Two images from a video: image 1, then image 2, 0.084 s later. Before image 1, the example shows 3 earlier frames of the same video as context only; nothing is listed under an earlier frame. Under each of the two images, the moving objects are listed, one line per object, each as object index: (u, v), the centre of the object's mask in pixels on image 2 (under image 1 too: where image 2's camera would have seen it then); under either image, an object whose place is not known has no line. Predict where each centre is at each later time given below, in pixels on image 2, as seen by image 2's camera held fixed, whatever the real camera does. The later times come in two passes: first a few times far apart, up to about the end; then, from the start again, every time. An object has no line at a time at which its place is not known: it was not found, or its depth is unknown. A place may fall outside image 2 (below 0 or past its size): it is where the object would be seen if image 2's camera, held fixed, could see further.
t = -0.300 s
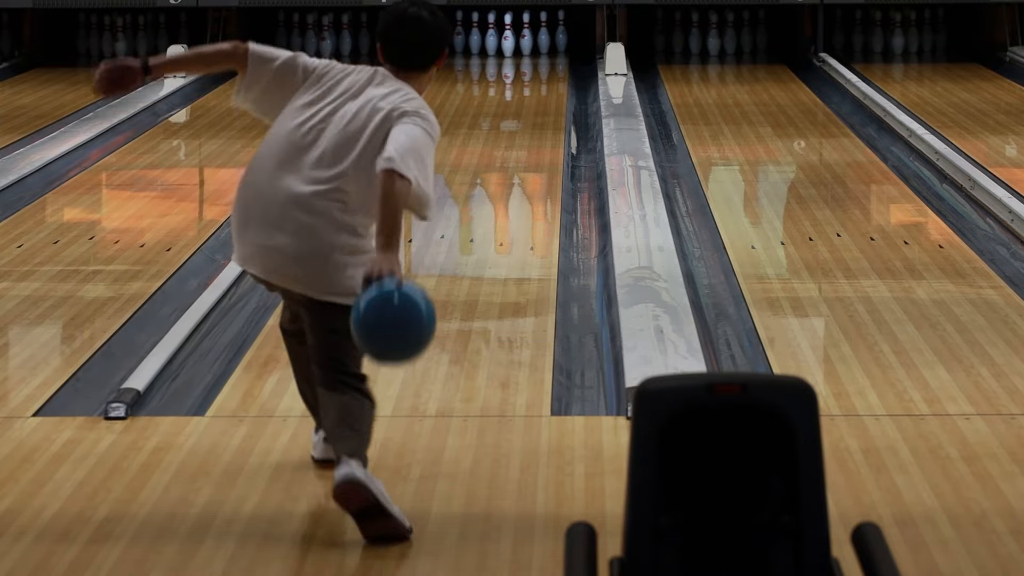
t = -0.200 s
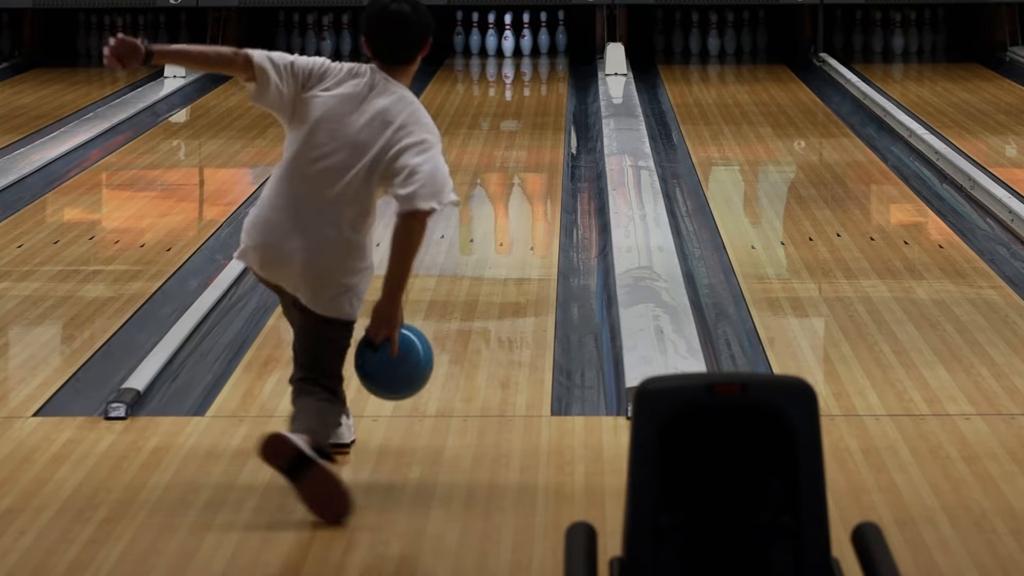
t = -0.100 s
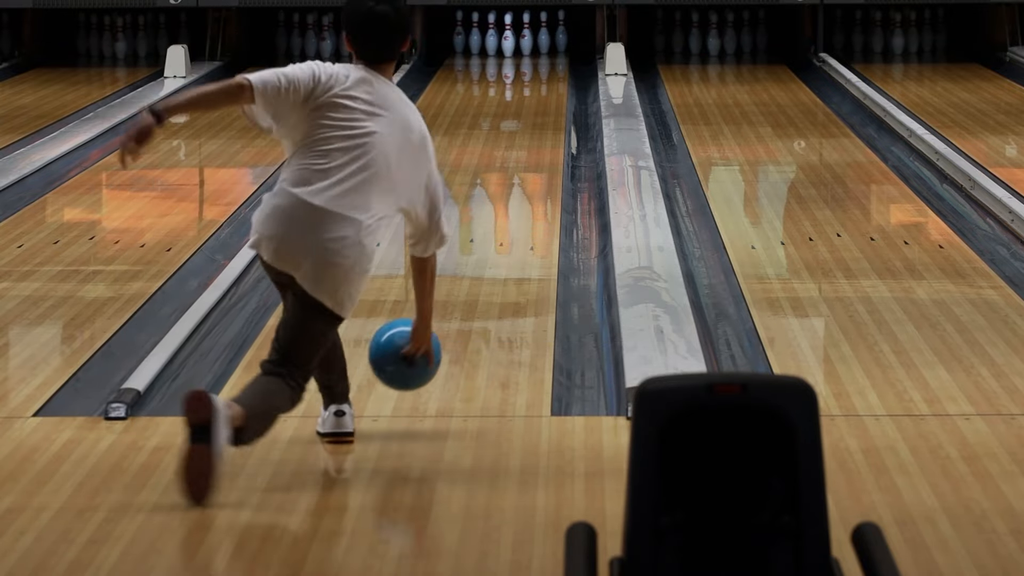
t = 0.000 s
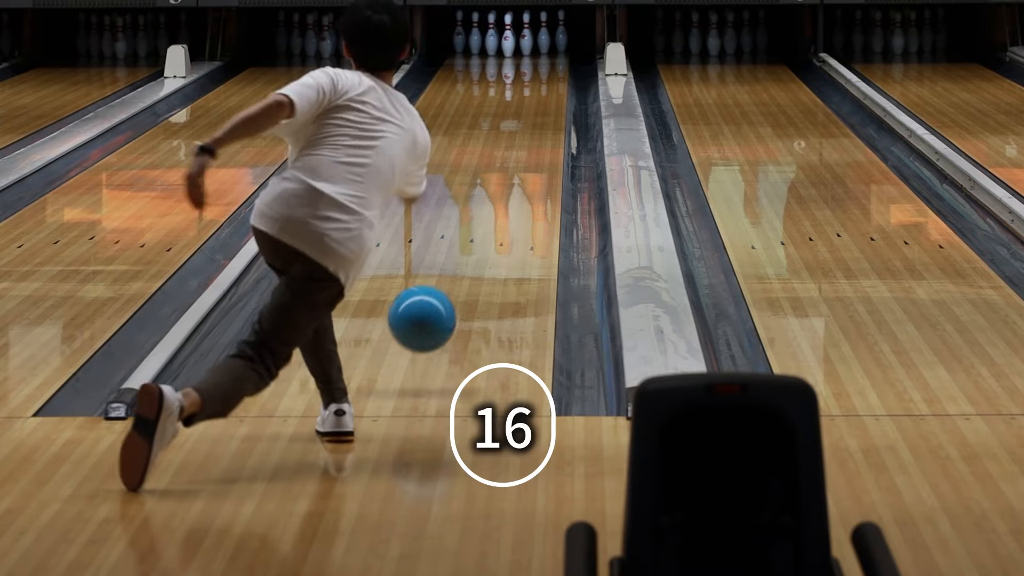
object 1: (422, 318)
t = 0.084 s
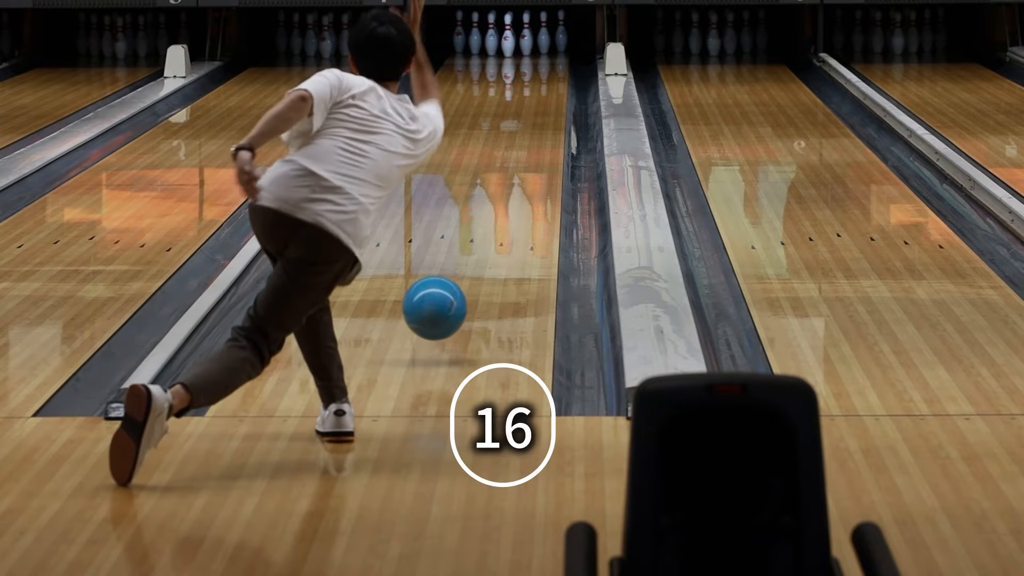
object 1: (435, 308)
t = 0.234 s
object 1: (454, 291)
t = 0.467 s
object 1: (477, 240)
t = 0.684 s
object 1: (493, 202)
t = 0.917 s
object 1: (505, 169)
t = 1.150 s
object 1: (515, 142)
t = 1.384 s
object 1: (522, 119)
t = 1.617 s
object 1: (527, 100)
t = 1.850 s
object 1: (529, 84)
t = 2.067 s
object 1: (531, 71)
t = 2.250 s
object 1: (529, 62)
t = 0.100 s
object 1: (437, 308)
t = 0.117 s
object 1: (439, 309)
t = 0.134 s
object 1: (442, 311)
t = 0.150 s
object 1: (444, 313)
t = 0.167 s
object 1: (446, 309)
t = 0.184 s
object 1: (448, 304)
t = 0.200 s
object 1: (450, 299)
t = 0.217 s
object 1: (452, 296)
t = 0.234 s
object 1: (454, 291)
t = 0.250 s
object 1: (456, 287)
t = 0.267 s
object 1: (458, 283)
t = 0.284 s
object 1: (459, 279)
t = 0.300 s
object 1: (461, 275)
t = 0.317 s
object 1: (463, 271)
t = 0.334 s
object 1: (465, 267)
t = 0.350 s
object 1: (466, 264)
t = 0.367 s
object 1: (468, 260)
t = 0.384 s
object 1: (469, 257)
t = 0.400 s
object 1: (471, 253)
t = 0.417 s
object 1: (472, 250)
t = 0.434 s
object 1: (474, 246)
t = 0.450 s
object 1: (475, 243)
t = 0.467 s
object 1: (477, 240)
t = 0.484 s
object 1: (480, 238)
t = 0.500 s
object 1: (486, 233)
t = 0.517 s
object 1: (486, 230)
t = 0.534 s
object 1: (486, 228)
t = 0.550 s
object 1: (486, 224)
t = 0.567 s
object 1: (486, 221)
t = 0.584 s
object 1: (486, 219)
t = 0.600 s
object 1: (487, 216)
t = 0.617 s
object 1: (488, 213)
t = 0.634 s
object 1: (489, 210)
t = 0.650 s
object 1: (490, 207)
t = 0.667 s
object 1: (491, 205)
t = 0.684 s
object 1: (493, 202)
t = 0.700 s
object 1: (494, 199)
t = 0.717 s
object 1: (495, 197)
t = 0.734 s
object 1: (496, 194)
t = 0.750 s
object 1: (497, 192)
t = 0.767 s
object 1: (498, 189)
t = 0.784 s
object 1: (498, 187)
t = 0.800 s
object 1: (499, 184)
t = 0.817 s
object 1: (500, 182)
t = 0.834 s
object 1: (501, 180)
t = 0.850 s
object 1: (502, 178)
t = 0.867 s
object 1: (503, 175)
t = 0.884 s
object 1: (504, 173)
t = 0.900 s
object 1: (505, 171)
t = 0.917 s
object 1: (505, 169)
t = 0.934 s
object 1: (506, 167)
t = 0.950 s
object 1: (507, 165)
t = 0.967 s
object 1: (508, 163)
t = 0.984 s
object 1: (508, 161)
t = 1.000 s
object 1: (509, 159)
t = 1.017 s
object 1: (510, 157)
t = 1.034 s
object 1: (510, 155)
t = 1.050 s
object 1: (511, 153)
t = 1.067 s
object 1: (512, 151)
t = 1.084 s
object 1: (513, 149)
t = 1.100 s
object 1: (513, 147)
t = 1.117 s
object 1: (514, 146)
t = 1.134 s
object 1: (514, 144)
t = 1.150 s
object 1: (515, 142)
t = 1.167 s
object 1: (515, 140)
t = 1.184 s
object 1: (516, 139)
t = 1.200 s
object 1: (516, 137)
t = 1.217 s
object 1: (517, 135)
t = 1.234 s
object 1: (518, 133)
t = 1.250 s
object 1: (518, 132)
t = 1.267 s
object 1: (519, 130)
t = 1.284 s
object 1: (519, 128)
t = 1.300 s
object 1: (520, 127)
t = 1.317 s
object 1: (520, 125)
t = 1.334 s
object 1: (520, 124)
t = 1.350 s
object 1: (521, 122)
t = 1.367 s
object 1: (521, 121)
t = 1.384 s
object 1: (522, 119)
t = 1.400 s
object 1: (523, 118)
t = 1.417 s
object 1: (523, 116)
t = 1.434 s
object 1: (523, 115)
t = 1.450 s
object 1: (524, 114)
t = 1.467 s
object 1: (524, 112)
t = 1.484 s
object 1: (525, 111)
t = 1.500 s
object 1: (525, 109)
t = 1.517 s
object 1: (525, 108)
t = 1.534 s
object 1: (526, 107)
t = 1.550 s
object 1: (526, 106)
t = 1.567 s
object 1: (526, 104)
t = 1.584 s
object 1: (526, 103)
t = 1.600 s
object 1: (527, 102)
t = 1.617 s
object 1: (527, 100)
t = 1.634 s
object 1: (527, 99)
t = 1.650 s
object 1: (528, 98)
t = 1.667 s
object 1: (528, 97)
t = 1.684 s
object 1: (528, 95)
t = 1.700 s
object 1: (528, 94)
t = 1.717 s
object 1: (529, 93)
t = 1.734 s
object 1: (529, 92)
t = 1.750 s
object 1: (529, 91)
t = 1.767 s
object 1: (529, 90)
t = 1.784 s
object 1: (529, 88)
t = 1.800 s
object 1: (529, 87)
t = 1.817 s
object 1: (529, 86)
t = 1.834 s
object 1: (529, 85)
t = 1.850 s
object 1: (529, 84)
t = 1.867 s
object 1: (530, 83)
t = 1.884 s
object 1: (530, 82)
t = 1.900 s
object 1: (530, 81)
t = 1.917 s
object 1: (530, 80)
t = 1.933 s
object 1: (530, 79)
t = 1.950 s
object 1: (530, 78)
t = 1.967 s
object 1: (530, 77)
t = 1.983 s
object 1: (530, 76)
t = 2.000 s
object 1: (530, 75)
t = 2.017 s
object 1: (530, 74)
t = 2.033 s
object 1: (530, 73)
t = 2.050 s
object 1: (530, 72)
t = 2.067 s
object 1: (531, 71)
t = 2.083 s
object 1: (530, 70)
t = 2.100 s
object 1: (530, 69)
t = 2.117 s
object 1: (530, 69)
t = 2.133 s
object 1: (530, 68)
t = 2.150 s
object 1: (530, 67)
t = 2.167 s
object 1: (530, 66)
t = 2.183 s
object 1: (530, 65)
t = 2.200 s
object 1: (530, 65)
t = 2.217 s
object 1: (530, 64)
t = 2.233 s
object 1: (530, 63)
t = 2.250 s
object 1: (529, 62)
